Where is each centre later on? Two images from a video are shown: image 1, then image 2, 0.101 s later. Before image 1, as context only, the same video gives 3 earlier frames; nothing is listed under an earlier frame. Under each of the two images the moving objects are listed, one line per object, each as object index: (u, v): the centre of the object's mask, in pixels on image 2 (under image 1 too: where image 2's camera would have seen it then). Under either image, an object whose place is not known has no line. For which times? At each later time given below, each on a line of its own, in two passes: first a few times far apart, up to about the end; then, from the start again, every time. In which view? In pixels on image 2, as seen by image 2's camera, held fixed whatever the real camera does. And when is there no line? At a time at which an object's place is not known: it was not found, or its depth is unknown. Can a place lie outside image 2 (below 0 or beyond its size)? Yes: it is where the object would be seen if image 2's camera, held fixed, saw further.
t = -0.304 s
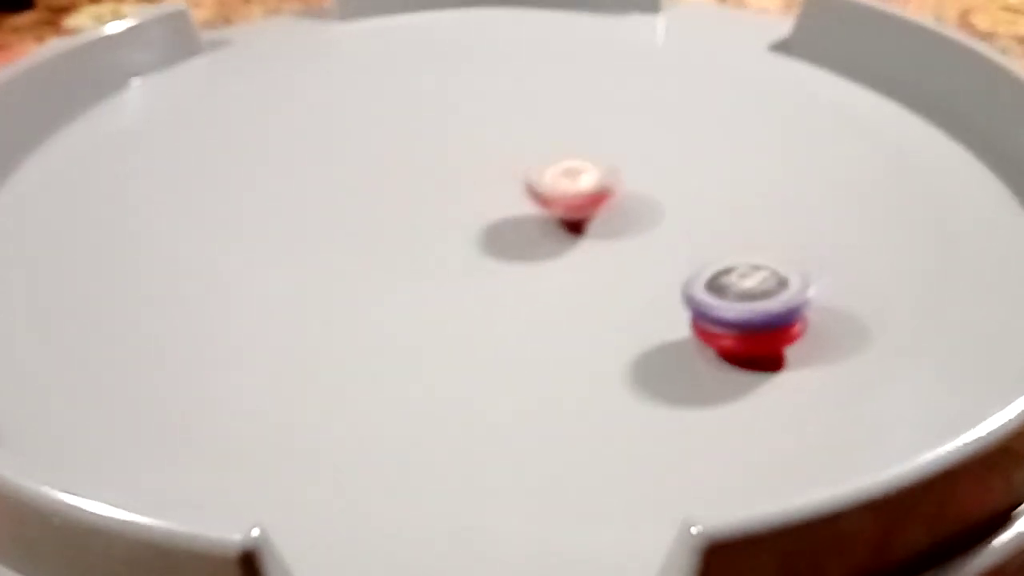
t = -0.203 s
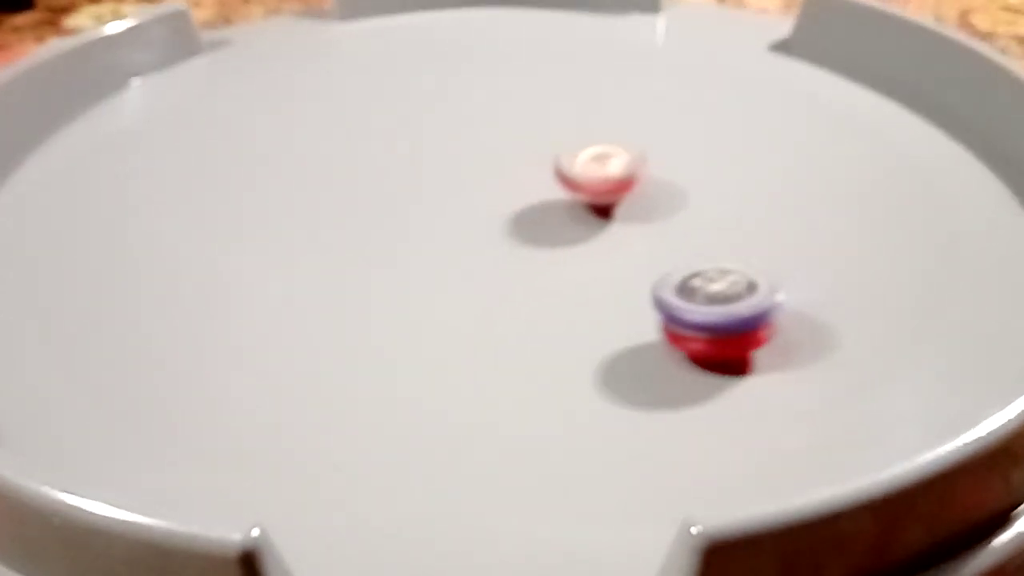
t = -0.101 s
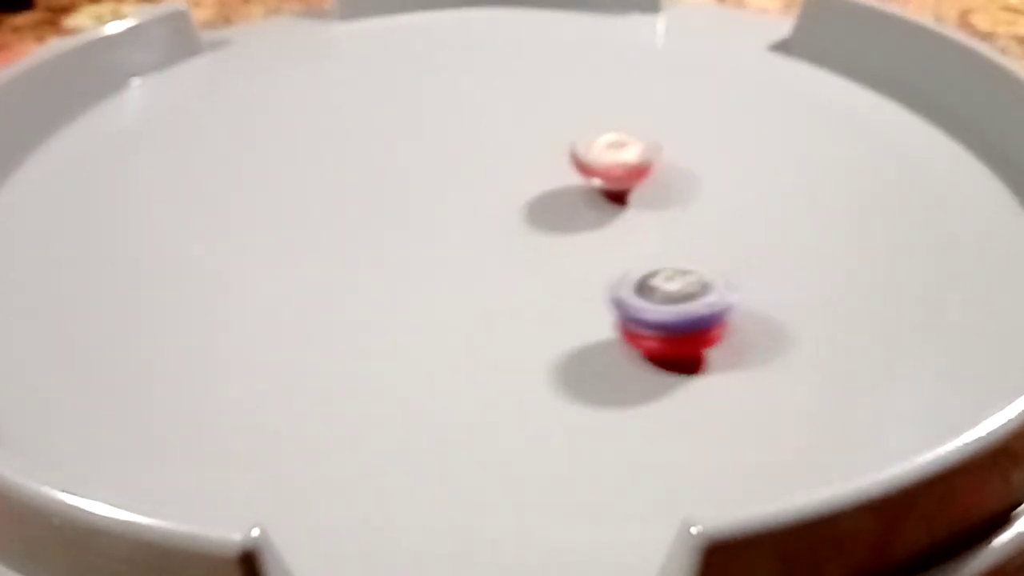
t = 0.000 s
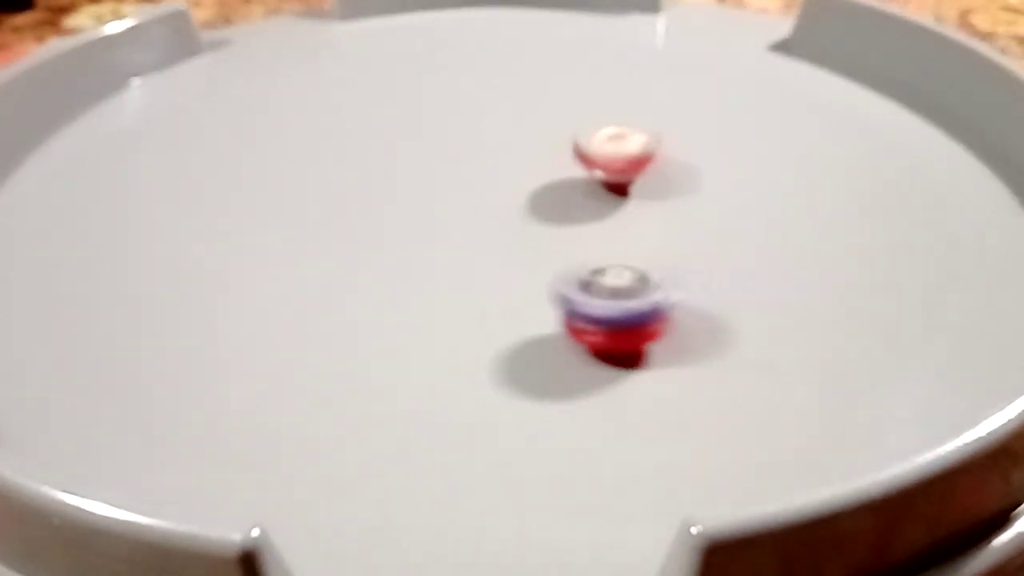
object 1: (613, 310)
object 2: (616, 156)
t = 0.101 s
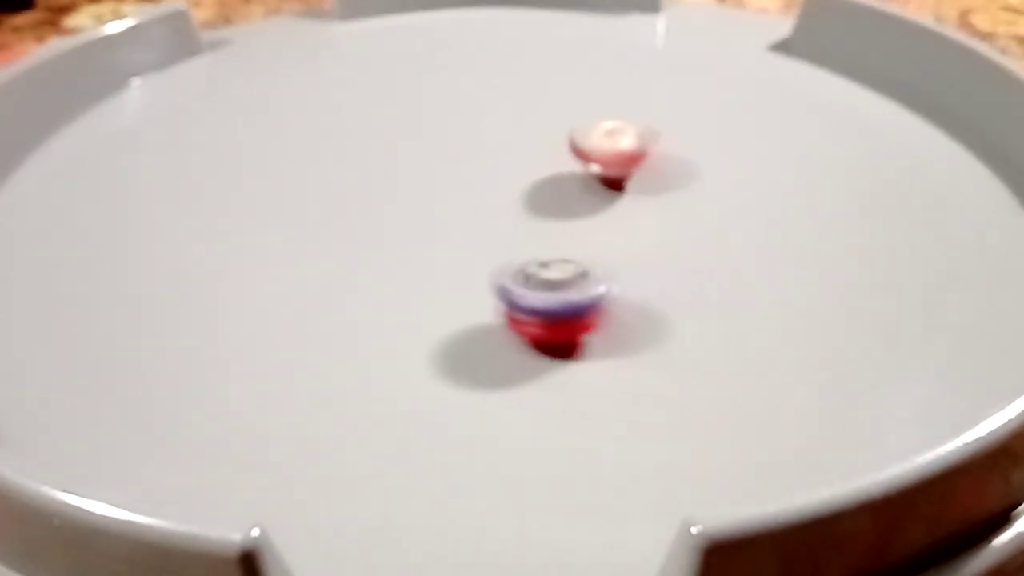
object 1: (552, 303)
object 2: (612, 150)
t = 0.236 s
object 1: (469, 289)
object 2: (597, 147)
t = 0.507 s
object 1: (328, 253)
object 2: (544, 160)
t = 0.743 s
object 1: (252, 219)
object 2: (488, 196)
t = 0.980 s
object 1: (245, 194)
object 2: (507, 234)
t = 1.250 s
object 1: (326, 170)
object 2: (546, 230)
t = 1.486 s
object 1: (429, 139)
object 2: (544, 204)
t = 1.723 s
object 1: (523, 112)
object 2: (483, 176)
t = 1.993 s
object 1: (597, 95)
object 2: (420, 185)
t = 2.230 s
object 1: (634, 106)
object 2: (442, 200)
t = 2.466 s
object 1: (665, 142)
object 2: (515, 196)
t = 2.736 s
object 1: (694, 198)
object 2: (553, 161)
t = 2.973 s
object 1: (700, 250)
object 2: (534, 153)
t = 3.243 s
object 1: (674, 294)
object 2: (505, 173)
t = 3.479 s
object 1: (610, 302)
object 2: (509, 205)
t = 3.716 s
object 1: (507, 285)
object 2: (543, 210)
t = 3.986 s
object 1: (399, 256)
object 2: (545, 201)
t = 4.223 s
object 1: (341, 220)
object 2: (505, 187)
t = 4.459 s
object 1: (318, 185)
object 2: (461, 188)
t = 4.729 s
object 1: (341, 160)
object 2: (462, 198)
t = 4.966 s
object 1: (404, 142)
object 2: (500, 195)
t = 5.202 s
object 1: (478, 127)
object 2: (528, 180)
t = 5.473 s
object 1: (572, 124)
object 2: (522, 170)
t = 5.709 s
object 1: (640, 134)
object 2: (510, 181)
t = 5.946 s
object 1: (687, 150)
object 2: (517, 196)
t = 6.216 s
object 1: (703, 183)
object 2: (531, 200)
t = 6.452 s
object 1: (684, 220)
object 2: (520, 192)
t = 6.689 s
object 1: (640, 259)
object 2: (490, 193)
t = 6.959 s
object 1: (568, 290)
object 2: (476, 199)
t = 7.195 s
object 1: (508, 292)
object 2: (493, 200)
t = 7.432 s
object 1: (455, 272)
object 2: (510, 194)
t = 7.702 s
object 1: (428, 235)
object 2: (519, 182)
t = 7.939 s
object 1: (417, 199)
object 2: (552, 166)
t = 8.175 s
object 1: (416, 165)
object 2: (601, 153)
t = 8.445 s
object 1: (445, 140)
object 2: (633, 159)
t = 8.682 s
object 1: (484, 131)
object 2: (631, 176)
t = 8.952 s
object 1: (541, 136)
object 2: (584, 193)
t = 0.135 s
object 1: (531, 299)
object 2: (609, 149)
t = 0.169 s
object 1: (510, 295)
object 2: (604, 149)
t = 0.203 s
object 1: (489, 292)
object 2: (601, 149)
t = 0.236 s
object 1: (469, 289)
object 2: (597, 147)
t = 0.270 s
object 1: (449, 286)
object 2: (593, 147)
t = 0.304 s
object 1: (429, 282)
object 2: (586, 150)
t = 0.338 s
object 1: (410, 278)
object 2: (583, 148)
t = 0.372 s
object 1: (392, 272)
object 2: (576, 150)
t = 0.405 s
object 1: (375, 268)
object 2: (569, 152)
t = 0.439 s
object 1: (359, 263)
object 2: (562, 154)
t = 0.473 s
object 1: (343, 258)
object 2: (553, 155)
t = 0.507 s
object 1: (328, 253)
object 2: (544, 160)
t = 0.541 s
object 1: (314, 248)
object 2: (535, 163)
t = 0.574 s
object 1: (301, 242)
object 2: (525, 167)
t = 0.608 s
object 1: (289, 237)
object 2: (515, 172)
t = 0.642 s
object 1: (278, 233)
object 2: (506, 178)
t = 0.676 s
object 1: (268, 227)
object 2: (499, 184)
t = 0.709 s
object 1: (259, 223)
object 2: (493, 189)
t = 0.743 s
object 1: (252, 219)
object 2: (488, 196)
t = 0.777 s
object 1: (246, 215)
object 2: (485, 203)
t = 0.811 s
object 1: (242, 210)
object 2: (483, 209)
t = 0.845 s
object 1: (239, 208)
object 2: (485, 217)
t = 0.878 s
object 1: (238, 204)
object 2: (489, 222)
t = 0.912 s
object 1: (238, 202)
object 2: (494, 226)
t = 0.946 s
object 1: (240, 198)
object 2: (500, 230)
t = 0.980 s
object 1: (245, 194)
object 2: (507, 234)
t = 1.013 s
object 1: (251, 191)
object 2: (513, 235)
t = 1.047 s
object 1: (259, 188)
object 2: (518, 237)
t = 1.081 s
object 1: (267, 185)
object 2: (524, 236)
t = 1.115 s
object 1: (277, 182)
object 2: (530, 237)
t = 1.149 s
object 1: (287, 180)
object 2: (534, 235)
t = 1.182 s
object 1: (299, 177)
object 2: (539, 234)
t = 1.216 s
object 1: (313, 172)
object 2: (543, 233)
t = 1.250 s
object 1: (326, 170)
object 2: (546, 230)
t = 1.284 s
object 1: (340, 166)
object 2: (548, 227)
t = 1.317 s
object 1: (357, 160)
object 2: (550, 223)
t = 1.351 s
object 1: (371, 156)
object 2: (551, 220)
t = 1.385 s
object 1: (385, 153)
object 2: (550, 217)
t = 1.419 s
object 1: (400, 148)
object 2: (550, 213)
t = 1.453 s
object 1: (415, 144)
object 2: (548, 208)
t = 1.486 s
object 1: (429, 139)
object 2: (544, 204)
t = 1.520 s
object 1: (443, 135)
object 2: (540, 198)
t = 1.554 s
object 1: (457, 131)
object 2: (534, 193)
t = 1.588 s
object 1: (470, 128)
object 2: (524, 188)
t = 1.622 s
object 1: (484, 121)
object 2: (515, 184)
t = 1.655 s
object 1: (497, 116)
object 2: (506, 181)
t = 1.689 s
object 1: (510, 113)
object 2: (495, 178)
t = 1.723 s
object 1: (523, 112)
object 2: (483, 176)
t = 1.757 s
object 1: (534, 109)
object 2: (472, 174)
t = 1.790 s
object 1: (545, 107)
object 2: (460, 175)
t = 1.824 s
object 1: (556, 104)
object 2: (450, 176)
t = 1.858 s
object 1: (566, 101)
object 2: (440, 177)
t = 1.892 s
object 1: (575, 99)
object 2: (432, 178)
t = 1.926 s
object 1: (583, 97)
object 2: (427, 180)
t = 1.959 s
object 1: (590, 96)
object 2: (422, 182)
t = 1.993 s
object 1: (597, 95)
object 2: (420, 185)
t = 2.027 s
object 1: (604, 96)
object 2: (419, 188)
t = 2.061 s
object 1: (610, 95)
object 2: (419, 190)
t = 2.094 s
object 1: (615, 97)
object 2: (421, 191)
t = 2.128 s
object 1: (620, 99)
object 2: (424, 194)
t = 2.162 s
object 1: (625, 101)
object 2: (429, 197)
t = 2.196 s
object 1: (629, 103)
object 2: (435, 198)
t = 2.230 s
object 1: (634, 106)
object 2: (442, 200)
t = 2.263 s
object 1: (638, 110)
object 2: (451, 201)
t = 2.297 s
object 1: (642, 115)
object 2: (458, 201)
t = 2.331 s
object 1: (646, 119)
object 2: (471, 203)
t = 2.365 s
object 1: (651, 124)
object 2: (481, 201)
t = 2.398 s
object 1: (655, 131)
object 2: (493, 199)
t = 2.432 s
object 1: (660, 136)
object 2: (505, 197)
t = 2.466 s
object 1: (665, 142)
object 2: (515, 196)
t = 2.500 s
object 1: (669, 149)
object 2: (526, 190)
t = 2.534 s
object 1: (674, 156)
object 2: (534, 186)
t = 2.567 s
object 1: (678, 161)
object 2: (541, 182)
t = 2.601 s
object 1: (682, 168)
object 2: (546, 178)
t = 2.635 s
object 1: (686, 176)
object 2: (551, 172)
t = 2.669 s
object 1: (689, 182)
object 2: (553, 168)
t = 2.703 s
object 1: (692, 191)
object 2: (554, 163)
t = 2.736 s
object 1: (694, 198)
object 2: (553, 161)
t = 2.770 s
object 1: (696, 205)
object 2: (552, 158)
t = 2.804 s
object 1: (698, 212)
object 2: (550, 155)
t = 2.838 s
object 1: (699, 220)
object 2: (549, 155)
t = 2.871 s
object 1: (700, 228)
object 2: (545, 154)
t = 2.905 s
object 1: (700, 236)
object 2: (542, 154)
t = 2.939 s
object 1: (701, 243)
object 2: (540, 153)
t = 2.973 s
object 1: (700, 250)
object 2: (534, 153)
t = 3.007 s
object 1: (699, 257)
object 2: (531, 155)
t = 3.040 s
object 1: (698, 263)
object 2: (528, 156)
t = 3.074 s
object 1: (696, 269)
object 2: (523, 157)
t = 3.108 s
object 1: (693, 275)
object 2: (519, 160)
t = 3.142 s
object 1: (689, 280)
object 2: (515, 162)
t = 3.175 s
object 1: (685, 285)
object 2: (512, 165)
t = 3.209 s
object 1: (680, 290)
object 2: (508, 169)
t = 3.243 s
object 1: (674, 294)
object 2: (505, 173)
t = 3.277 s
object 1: (667, 296)
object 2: (504, 176)
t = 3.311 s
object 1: (659, 299)
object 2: (502, 180)
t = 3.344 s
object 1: (651, 301)
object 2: (502, 186)
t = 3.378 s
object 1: (642, 302)
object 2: (502, 191)
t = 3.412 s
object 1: (631, 303)
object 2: (504, 196)
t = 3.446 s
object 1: (621, 303)
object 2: (506, 200)
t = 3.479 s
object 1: (610, 302)
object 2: (509, 205)
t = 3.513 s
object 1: (598, 301)
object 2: (516, 207)
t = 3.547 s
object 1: (585, 299)
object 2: (521, 210)
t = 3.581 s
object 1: (571, 297)
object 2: (526, 210)
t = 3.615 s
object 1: (556, 294)
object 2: (530, 210)
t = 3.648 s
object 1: (540, 292)
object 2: (535, 208)
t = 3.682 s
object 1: (525, 289)
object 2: (539, 208)
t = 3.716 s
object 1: (507, 285)
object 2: (543, 210)
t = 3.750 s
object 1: (494, 284)
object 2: (547, 211)
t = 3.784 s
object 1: (478, 280)
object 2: (550, 212)
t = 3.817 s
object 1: (463, 278)
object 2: (551, 210)
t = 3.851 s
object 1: (450, 273)
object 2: (552, 209)
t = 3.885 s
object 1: (436, 268)
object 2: (551, 207)
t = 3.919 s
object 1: (423, 264)
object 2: (550, 205)
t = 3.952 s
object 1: (411, 260)
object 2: (548, 203)
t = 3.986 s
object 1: (399, 256)
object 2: (545, 201)
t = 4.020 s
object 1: (388, 250)
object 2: (543, 198)
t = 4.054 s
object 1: (379, 245)
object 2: (539, 196)
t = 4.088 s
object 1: (369, 240)
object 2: (533, 194)
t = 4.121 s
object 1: (362, 236)
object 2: (527, 192)
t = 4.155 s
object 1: (354, 230)
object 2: (520, 191)
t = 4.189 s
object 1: (347, 225)
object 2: (513, 188)
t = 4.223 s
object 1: (341, 220)
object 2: (505, 187)
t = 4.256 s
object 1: (335, 214)
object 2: (498, 187)
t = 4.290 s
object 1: (331, 209)
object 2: (491, 186)
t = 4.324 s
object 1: (327, 204)
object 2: (484, 186)
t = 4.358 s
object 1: (324, 198)
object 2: (477, 186)
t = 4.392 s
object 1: (321, 194)
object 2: (472, 186)
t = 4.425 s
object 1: (319, 189)
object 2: (467, 187)
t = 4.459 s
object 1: (318, 185)
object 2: (461, 188)
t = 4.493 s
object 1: (317, 181)
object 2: (458, 188)
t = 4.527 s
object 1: (318, 178)
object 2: (456, 190)
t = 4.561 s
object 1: (320, 174)
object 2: (453, 192)
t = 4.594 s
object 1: (322, 170)
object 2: (452, 193)
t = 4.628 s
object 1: (325, 167)
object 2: (454, 194)
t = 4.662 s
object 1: (329, 164)
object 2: (455, 197)
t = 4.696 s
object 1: (334, 162)
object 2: (458, 198)
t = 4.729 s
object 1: (341, 160)
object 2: (462, 198)
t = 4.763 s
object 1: (348, 157)
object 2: (467, 201)
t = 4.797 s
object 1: (355, 155)
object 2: (471, 200)
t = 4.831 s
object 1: (363, 152)
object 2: (478, 199)
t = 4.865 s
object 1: (372, 150)
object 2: (484, 199)
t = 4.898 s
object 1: (382, 147)
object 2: (489, 198)
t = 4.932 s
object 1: (392, 145)
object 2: (494, 196)
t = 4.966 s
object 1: (404, 142)
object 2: (500, 195)
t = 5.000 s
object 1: (413, 140)
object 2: (505, 192)
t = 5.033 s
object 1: (424, 138)
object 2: (509, 191)
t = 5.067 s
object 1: (435, 137)
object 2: (515, 188)
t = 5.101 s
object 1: (446, 135)
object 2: (519, 187)
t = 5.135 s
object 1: (458, 133)
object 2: (521, 184)
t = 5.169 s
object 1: (467, 130)
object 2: (526, 180)
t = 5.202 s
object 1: (478, 127)
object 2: (528, 180)
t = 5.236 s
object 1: (489, 124)
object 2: (529, 178)
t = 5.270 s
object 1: (499, 121)
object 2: (530, 175)
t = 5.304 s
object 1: (512, 120)
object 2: (530, 174)
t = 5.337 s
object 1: (524, 117)
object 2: (530, 173)
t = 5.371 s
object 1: (536, 116)
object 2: (528, 171)
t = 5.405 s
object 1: (550, 119)
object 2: (526, 172)
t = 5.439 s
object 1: (562, 120)
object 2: (526, 170)
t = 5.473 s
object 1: (572, 124)
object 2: (522, 170)
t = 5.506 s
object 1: (583, 127)
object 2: (521, 171)
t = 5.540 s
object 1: (592, 128)
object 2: (519, 173)
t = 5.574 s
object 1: (602, 129)
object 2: (515, 174)
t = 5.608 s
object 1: (612, 130)
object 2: (513, 175)
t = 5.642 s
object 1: (622, 131)
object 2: (512, 177)
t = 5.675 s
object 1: (632, 132)
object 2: (511, 179)
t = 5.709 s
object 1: (640, 134)
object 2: (510, 181)
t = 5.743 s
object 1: (648, 135)
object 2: (509, 184)
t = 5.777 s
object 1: (656, 137)
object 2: (510, 186)
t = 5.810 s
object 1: (664, 140)
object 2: (511, 188)
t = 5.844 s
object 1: (671, 141)
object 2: (512, 190)
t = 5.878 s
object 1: (677, 143)
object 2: (513, 192)
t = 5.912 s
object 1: (682, 147)
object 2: (515, 194)
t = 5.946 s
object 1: (687, 150)
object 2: (517, 196)
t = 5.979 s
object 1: (691, 155)
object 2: (519, 198)
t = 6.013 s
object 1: (695, 157)
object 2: (522, 198)
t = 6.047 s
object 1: (698, 161)
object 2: (524, 198)
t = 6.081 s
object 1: (700, 165)
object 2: (526, 199)
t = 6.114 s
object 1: (702, 169)
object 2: (528, 200)
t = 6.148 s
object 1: (702, 174)
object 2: (529, 201)
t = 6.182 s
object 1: (703, 178)
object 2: (531, 200)
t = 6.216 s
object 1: (703, 183)
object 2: (531, 200)
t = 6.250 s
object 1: (702, 188)
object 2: (533, 199)
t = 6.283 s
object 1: (700, 194)
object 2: (532, 198)
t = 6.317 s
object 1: (698, 198)
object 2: (532, 197)
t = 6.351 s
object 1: (696, 204)
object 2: (530, 197)
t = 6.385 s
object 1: (692, 209)
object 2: (528, 195)
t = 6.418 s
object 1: (689, 215)
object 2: (525, 194)
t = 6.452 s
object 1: (684, 220)
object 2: (520, 192)
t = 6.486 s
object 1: (679, 226)
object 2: (517, 192)
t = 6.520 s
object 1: (673, 232)
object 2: (513, 191)
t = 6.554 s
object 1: (668, 237)
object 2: (508, 192)
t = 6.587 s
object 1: (661, 242)
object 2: (503, 191)
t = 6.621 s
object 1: (654, 248)
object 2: (499, 192)
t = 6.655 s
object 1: (646, 254)
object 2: (495, 191)
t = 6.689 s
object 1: (640, 259)
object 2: (490, 193)
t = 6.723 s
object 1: (631, 263)
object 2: (487, 192)
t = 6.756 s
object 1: (623, 268)
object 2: (484, 194)
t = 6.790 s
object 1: (614, 273)
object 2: (482, 194)
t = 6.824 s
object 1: (605, 277)
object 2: (479, 196)
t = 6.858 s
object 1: (595, 281)
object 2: (478, 196)
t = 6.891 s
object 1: (586, 284)
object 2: (477, 197)
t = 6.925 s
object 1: (577, 287)
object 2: (476, 199)
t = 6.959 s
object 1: (568, 290)
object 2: (476, 199)
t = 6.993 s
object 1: (560, 291)
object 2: (478, 200)
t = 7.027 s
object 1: (550, 293)
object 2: (481, 201)
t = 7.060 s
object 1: (542, 294)
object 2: (483, 202)
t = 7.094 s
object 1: (533, 294)
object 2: (485, 201)
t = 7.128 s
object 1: (526, 294)
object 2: (488, 200)
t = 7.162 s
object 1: (516, 293)
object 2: (491, 199)
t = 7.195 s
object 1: (508, 292)
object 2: (493, 200)
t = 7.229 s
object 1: (501, 291)
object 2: (495, 198)
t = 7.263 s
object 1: (493, 288)
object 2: (497, 197)
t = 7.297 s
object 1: (485, 286)
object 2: (500, 197)
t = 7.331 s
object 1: (477, 282)
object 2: (503, 196)
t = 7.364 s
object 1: (469, 279)
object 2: (505, 195)
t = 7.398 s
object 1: (461, 275)
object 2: (508, 194)
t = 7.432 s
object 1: (455, 272)
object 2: (510, 194)
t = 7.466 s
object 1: (449, 269)
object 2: (514, 192)
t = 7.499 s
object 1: (443, 264)
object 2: (517, 191)
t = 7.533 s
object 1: (439, 260)
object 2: (518, 188)
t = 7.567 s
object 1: (435, 255)
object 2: (519, 187)
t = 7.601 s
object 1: (432, 250)
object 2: (519, 186)
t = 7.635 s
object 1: (430, 246)
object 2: (519, 184)
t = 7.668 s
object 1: (428, 240)
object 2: (519, 183)
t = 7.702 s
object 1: (428, 235)
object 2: (519, 182)
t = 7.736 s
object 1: (427, 230)
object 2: (518, 181)
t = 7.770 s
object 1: (428, 224)
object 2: (517, 181)
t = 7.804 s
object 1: (431, 218)
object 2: (515, 179)
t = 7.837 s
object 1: (426, 213)
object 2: (520, 178)
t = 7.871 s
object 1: (423, 209)
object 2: (531, 174)
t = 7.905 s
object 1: (419, 204)
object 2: (542, 170)
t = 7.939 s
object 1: (417, 199)
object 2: (552, 166)
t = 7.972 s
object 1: (415, 194)
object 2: (559, 163)
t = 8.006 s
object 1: (414, 189)
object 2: (568, 160)
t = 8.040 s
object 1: (413, 184)
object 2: (574, 158)
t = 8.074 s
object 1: (414, 179)
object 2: (581, 156)
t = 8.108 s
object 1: (414, 174)
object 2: (589, 155)
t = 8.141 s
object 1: (415, 169)
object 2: (593, 153)
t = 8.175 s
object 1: (416, 165)
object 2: (601, 153)
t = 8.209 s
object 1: (418, 162)
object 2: (605, 152)
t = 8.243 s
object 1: (420, 157)
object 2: (612, 153)
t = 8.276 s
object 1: (424, 154)
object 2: (615, 153)
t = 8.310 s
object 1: (427, 150)
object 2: (621, 153)
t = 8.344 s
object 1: (431, 148)
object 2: (623, 155)
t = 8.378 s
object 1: (436, 144)
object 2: (629, 156)
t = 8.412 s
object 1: (441, 141)
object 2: (631, 158)
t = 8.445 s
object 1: (445, 140)
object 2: (633, 159)
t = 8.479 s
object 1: (450, 137)
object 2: (637, 161)
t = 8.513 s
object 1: (455, 135)
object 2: (637, 164)
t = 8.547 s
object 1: (460, 135)
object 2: (639, 164)
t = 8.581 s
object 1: (467, 133)
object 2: (637, 169)
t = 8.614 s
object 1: (472, 132)
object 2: (638, 170)
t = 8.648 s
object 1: (478, 132)
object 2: (634, 175)
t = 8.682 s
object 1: (484, 131)
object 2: (631, 176)
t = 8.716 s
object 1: (491, 131)
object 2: (630, 178)
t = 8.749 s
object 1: (499, 132)
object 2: (625, 183)
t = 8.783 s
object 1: (505, 133)
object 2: (622, 183)
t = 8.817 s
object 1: (513, 133)
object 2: (614, 186)
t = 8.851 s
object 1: (520, 134)
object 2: (610, 187)
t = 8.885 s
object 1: (528, 136)
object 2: (600, 191)
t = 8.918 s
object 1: (535, 136)
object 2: (592, 191)
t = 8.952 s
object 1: (541, 136)
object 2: (584, 193)
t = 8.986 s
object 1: (550, 136)
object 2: (575, 194)
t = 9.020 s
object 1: (557, 135)
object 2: (565, 194)
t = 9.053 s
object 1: (565, 139)
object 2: (553, 196)
